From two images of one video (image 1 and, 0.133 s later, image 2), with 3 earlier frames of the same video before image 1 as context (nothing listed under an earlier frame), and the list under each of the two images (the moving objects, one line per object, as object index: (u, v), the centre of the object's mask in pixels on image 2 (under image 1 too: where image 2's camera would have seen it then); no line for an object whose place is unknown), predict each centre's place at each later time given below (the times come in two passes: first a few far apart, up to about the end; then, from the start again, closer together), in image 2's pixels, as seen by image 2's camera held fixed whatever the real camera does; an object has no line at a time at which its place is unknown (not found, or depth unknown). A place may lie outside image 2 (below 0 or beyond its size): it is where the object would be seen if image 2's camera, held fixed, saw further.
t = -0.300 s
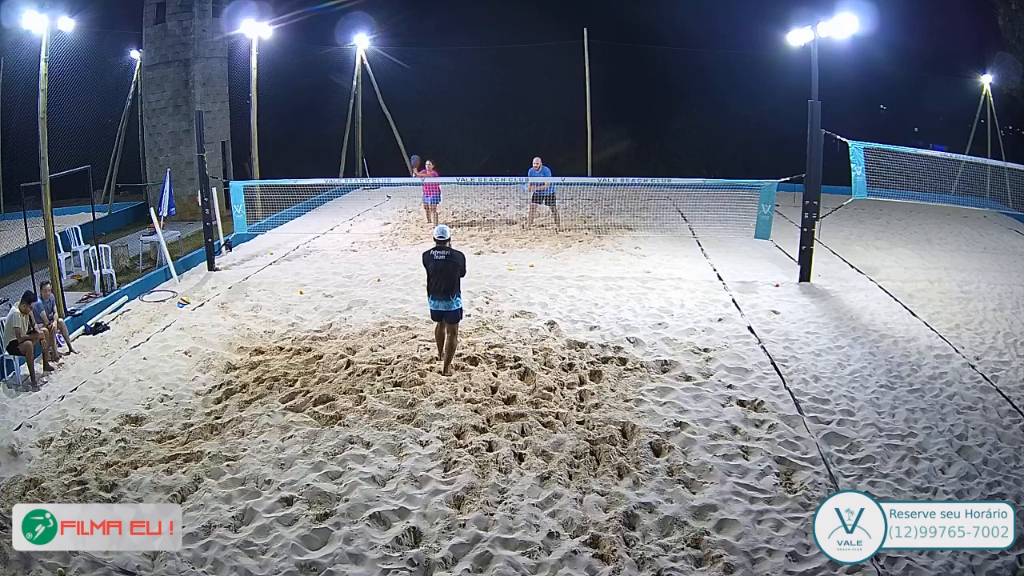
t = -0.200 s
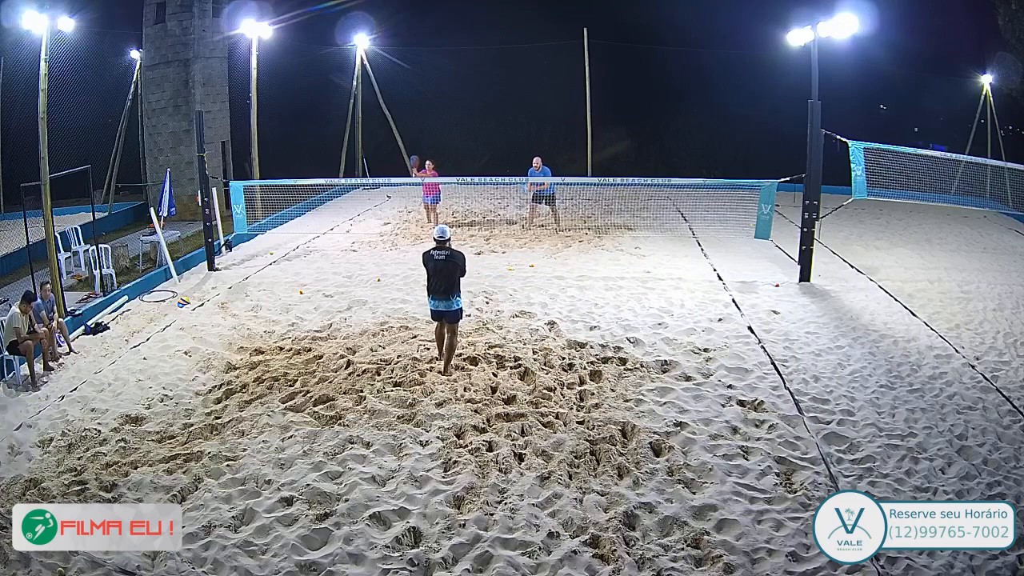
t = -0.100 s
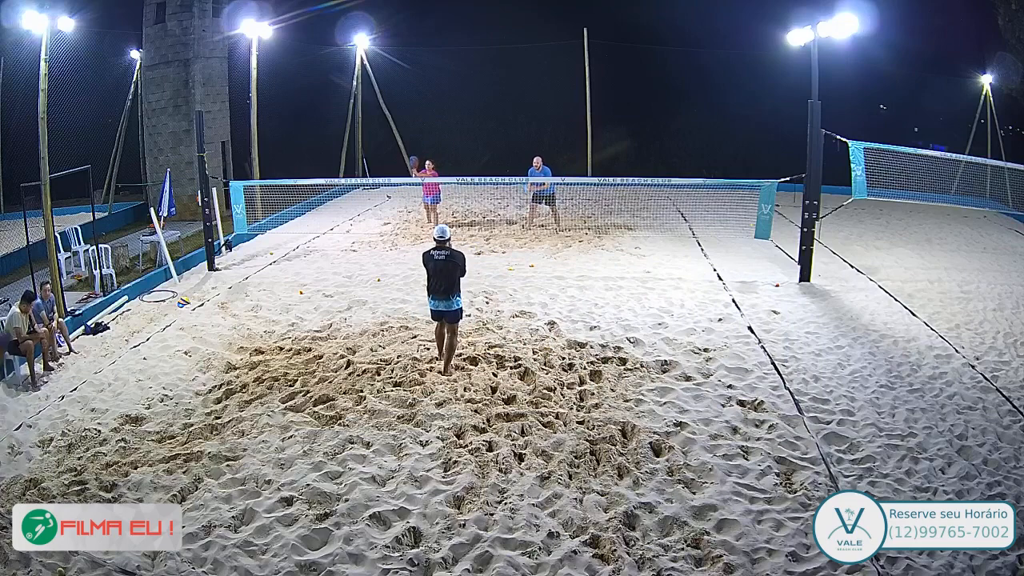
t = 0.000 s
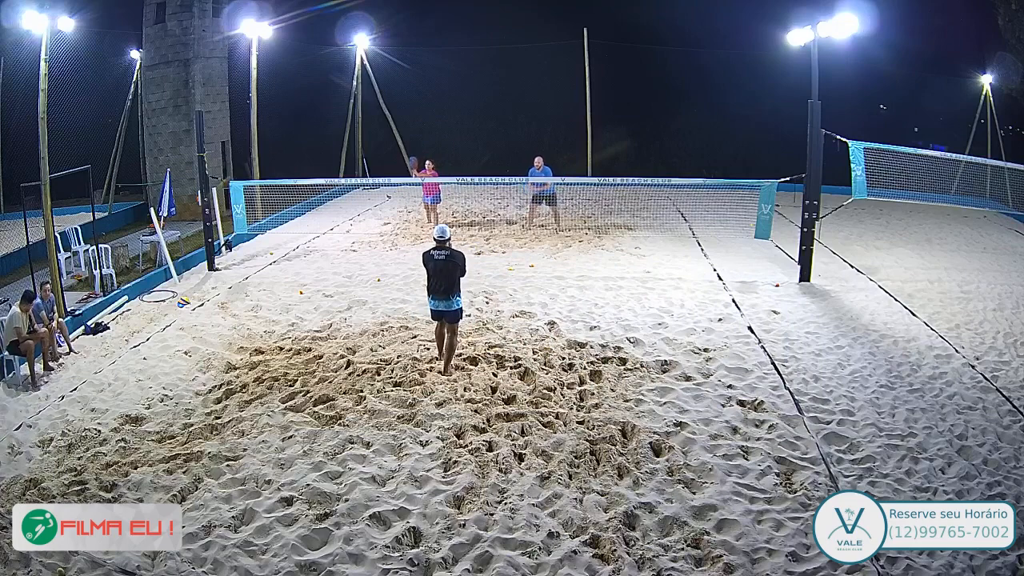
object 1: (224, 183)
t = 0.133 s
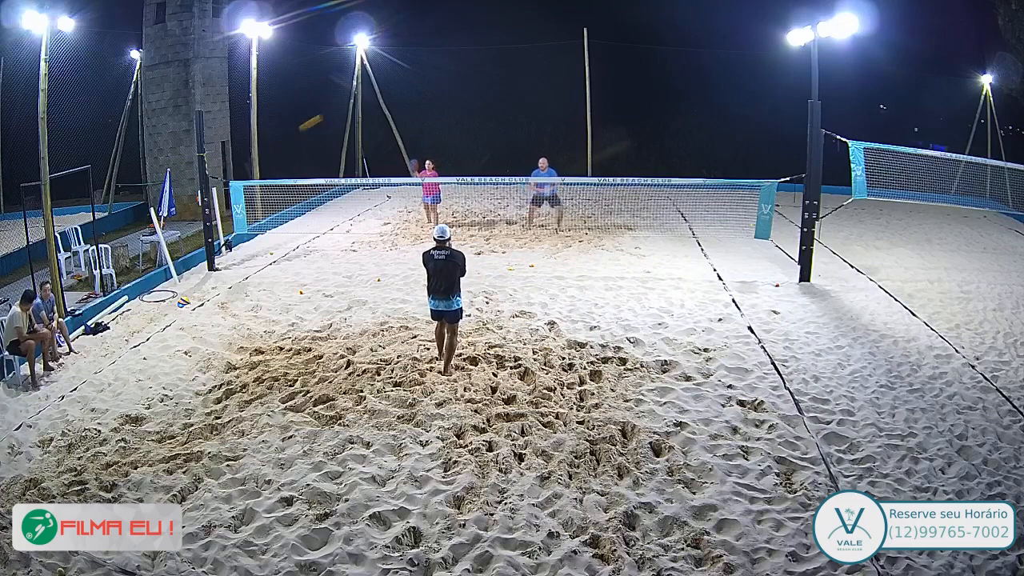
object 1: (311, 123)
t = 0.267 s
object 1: (387, 88)
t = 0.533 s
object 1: (496, 82)
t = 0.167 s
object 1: (330, 112)
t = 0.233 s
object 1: (369, 95)
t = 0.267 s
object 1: (387, 88)
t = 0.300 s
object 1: (402, 84)
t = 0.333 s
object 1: (418, 81)
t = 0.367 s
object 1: (433, 79)
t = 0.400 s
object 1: (447, 77)
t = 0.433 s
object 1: (460, 77)
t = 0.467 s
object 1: (473, 78)
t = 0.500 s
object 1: (485, 80)
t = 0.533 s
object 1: (496, 82)
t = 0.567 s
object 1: (506, 85)
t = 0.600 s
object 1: (517, 89)
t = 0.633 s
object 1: (527, 94)
